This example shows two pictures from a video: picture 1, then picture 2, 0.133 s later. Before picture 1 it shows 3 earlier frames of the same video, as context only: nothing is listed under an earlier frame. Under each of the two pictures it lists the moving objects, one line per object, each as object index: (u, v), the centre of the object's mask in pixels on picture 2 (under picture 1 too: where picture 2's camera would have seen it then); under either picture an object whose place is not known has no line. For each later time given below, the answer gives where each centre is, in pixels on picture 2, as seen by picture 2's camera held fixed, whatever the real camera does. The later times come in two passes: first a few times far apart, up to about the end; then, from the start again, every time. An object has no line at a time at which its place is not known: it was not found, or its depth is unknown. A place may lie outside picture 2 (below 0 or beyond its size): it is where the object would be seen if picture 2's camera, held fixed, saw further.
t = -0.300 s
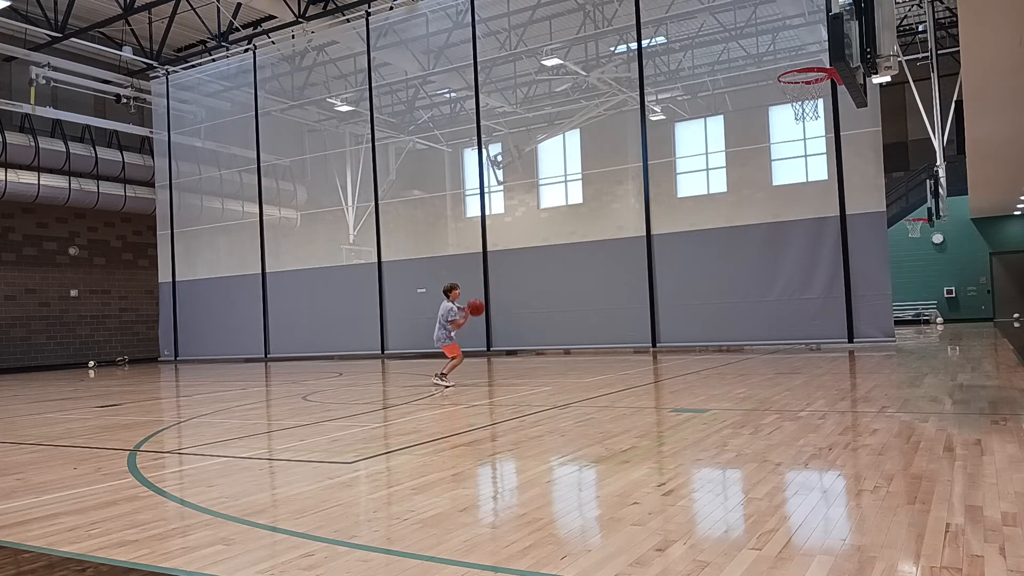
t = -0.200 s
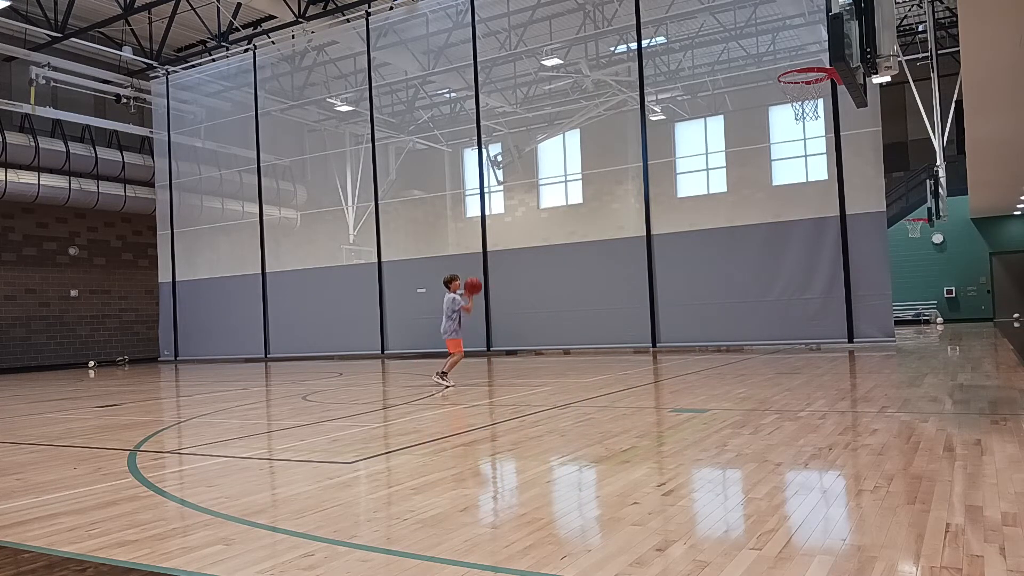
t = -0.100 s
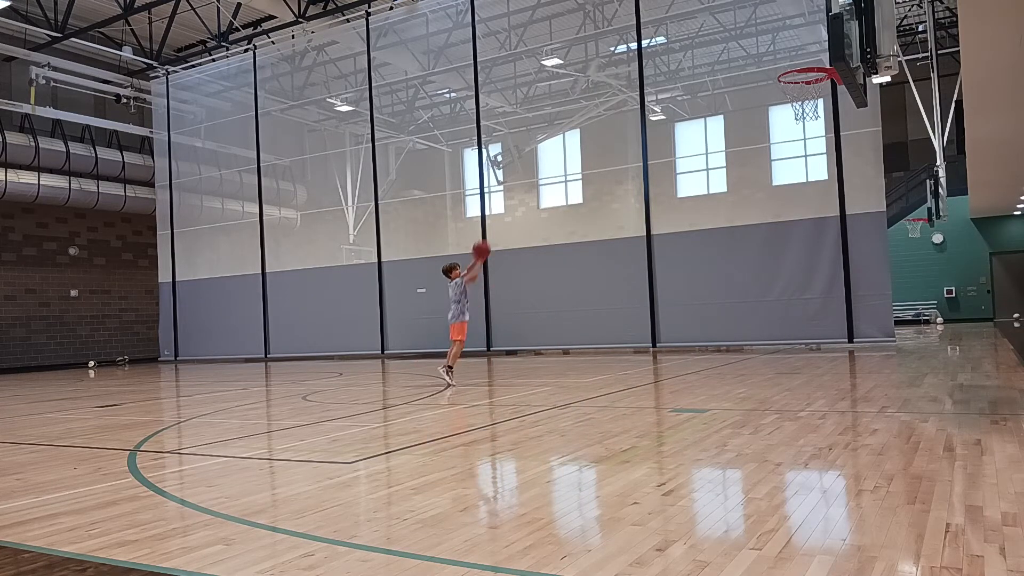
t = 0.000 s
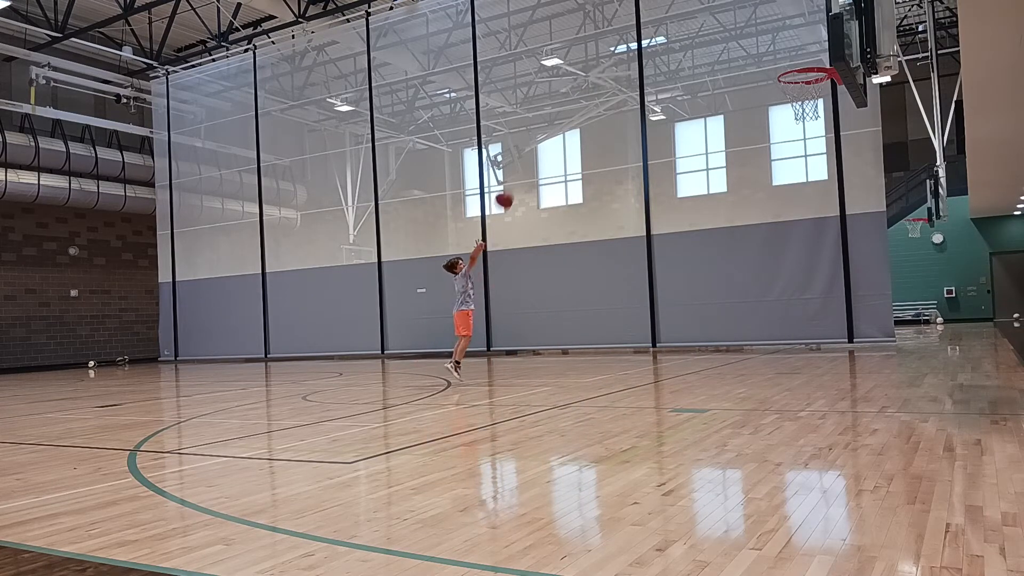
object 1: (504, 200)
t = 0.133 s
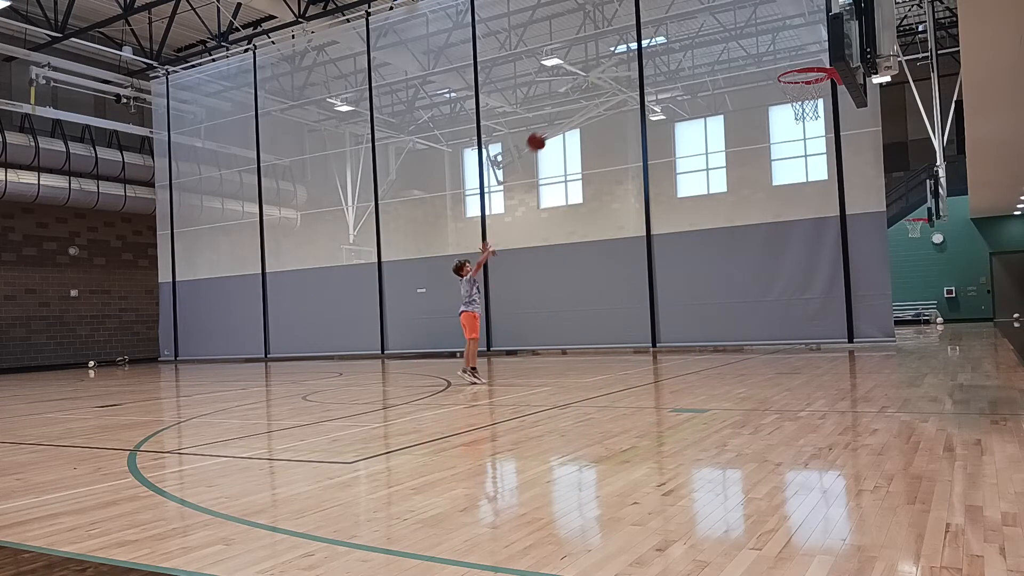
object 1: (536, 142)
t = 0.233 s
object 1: (562, 105)
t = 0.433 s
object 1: (619, 52)
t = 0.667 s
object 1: (695, 29)
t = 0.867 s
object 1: (768, 49)
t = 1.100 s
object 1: (823, 47)
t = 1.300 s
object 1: (796, 44)
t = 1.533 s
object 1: (750, 94)
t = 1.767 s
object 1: (706, 207)
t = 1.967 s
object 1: (670, 356)
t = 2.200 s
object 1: (643, 282)
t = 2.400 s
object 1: (625, 203)
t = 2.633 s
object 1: (607, 166)
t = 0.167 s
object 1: (545, 129)
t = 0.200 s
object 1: (553, 117)
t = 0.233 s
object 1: (562, 105)
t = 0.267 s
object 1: (571, 94)
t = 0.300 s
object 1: (581, 84)
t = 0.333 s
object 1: (590, 74)
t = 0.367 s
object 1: (600, 66)
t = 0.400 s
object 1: (609, 58)
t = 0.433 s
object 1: (619, 52)
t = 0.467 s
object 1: (630, 45)
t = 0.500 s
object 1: (640, 40)
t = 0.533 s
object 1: (651, 36)
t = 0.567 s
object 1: (662, 33)
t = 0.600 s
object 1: (672, 31)
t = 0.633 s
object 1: (683, 30)
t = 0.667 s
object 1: (695, 29)
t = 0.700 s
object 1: (706, 30)
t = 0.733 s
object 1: (718, 31)
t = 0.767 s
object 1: (730, 34)
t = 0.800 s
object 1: (742, 38)
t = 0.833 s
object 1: (755, 43)
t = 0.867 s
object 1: (768, 49)
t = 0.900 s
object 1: (781, 57)
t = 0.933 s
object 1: (794, 62)
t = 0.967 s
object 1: (805, 69)
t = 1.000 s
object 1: (811, 59)
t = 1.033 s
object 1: (816, 55)
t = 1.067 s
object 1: (820, 51)
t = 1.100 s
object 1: (823, 47)
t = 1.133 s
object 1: (824, 44)
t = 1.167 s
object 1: (820, 41)
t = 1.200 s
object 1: (816, 40)
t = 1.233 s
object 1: (809, 40)
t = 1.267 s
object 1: (803, 41)
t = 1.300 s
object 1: (796, 44)
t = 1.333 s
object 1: (789, 48)
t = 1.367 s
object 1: (783, 52)
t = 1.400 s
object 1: (776, 58)
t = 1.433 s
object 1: (770, 66)
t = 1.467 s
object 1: (763, 74)
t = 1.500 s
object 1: (757, 84)
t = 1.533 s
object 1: (750, 94)
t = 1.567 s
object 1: (744, 106)
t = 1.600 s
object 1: (737, 119)
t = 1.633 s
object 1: (732, 134)
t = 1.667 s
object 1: (726, 150)
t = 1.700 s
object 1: (719, 168)
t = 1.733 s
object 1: (712, 188)
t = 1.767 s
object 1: (706, 207)
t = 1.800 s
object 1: (699, 229)
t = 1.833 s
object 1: (693, 252)
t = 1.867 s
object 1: (687, 275)
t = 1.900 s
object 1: (681, 300)
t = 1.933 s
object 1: (675, 326)
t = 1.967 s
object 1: (670, 356)
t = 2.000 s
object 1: (663, 385)
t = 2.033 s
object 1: (659, 378)
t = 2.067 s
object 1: (656, 358)
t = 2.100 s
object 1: (652, 336)
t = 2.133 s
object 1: (649, 317)
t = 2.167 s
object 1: (646, 299)
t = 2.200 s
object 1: (643, 282)
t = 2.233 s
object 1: (640, 267)
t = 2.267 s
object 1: (637, 251)
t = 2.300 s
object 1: (634, 238)
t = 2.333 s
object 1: (631, 225)
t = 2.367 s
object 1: (628, 214)
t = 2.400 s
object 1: (625, 203)
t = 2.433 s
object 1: (623, 194)
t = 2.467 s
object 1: (620, 187)
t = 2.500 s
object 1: (617, 180)
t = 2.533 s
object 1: (614, 175)
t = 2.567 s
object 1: (612, 171)
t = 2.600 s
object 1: (609, 168)
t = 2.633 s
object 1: (607, 166)
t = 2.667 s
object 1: (604, 166)
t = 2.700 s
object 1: (602, 166)
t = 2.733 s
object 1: (600, 168)
